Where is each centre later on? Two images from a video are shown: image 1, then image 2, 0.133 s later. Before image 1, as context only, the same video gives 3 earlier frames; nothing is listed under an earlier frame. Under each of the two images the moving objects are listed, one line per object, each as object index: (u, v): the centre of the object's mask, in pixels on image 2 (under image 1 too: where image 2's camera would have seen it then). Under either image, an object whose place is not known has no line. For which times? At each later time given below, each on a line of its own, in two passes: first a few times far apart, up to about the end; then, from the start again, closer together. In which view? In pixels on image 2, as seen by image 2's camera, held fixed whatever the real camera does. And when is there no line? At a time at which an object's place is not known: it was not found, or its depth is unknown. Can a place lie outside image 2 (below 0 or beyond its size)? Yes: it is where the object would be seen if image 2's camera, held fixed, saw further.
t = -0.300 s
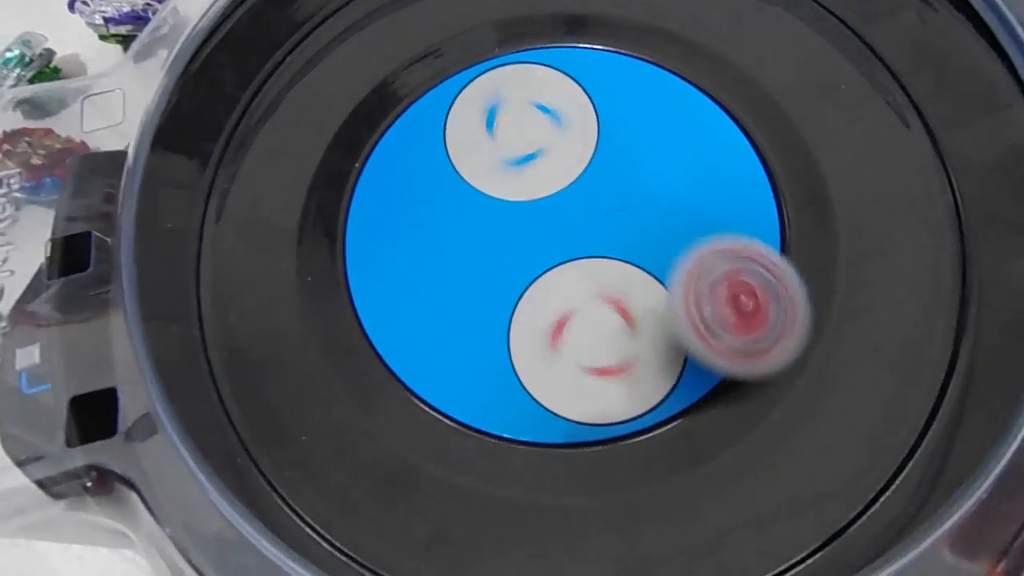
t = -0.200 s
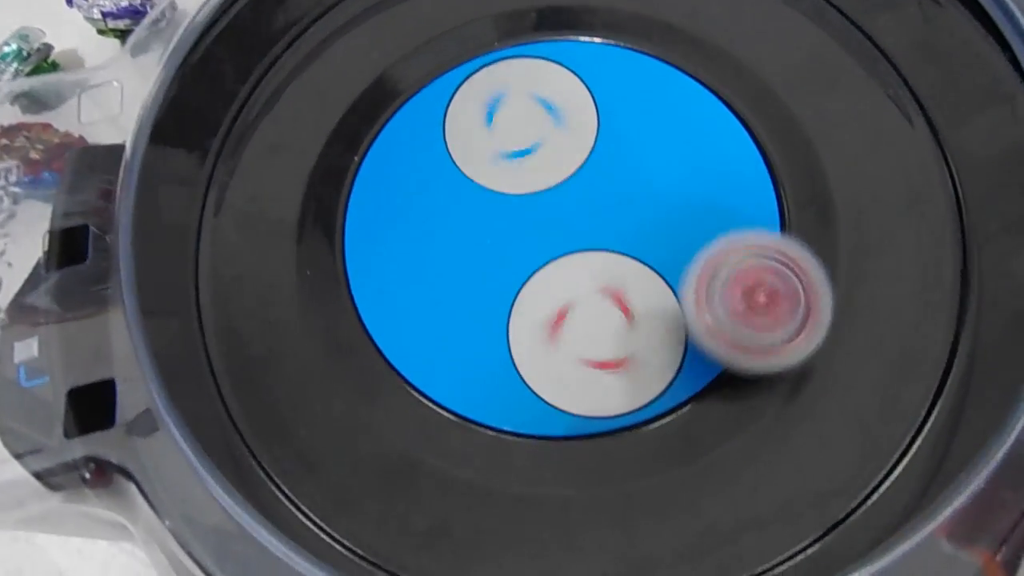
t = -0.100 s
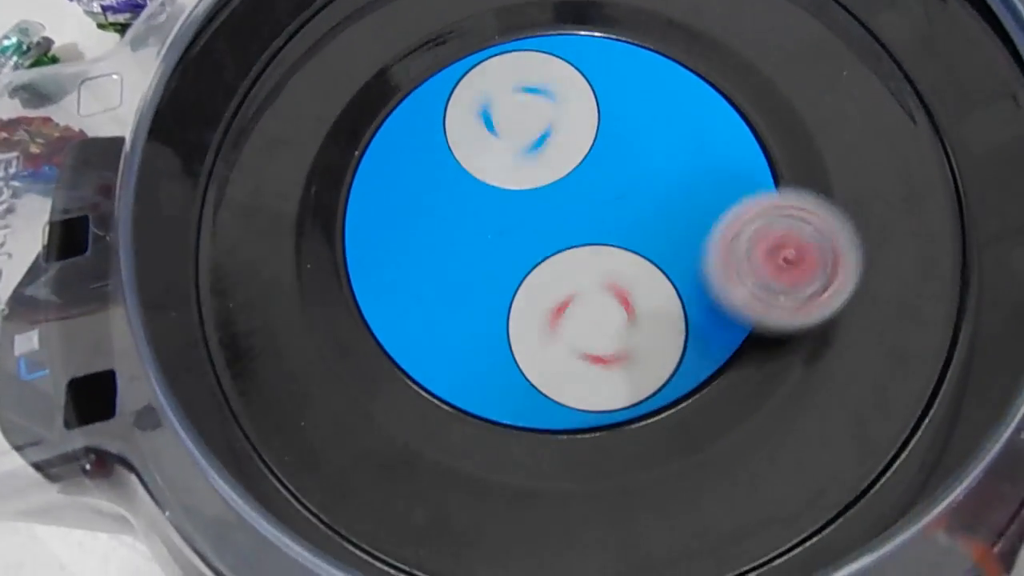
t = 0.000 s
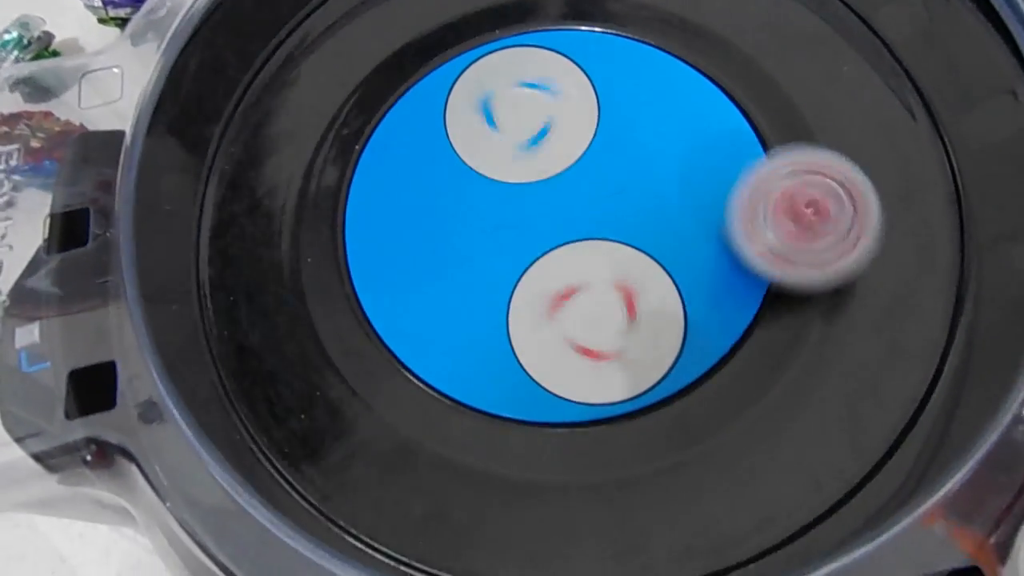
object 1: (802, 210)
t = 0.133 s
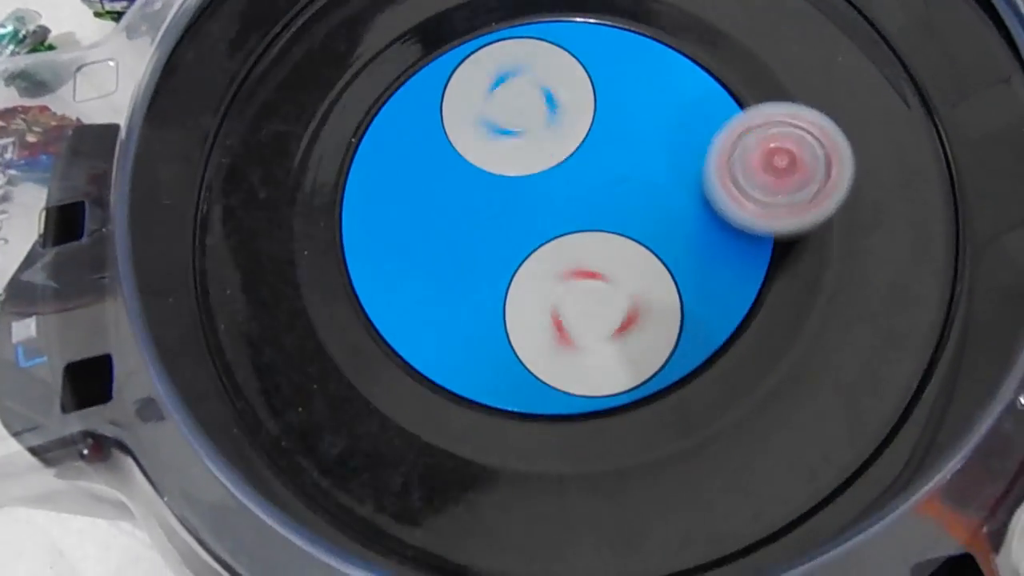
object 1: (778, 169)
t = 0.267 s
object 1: (773, 161)
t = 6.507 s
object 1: (573, 198)
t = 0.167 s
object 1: (776, 166)
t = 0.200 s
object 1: (775, 163)
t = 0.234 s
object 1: (774, 162)
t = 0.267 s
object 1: (773, 161)
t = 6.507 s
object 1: (573, 198)
